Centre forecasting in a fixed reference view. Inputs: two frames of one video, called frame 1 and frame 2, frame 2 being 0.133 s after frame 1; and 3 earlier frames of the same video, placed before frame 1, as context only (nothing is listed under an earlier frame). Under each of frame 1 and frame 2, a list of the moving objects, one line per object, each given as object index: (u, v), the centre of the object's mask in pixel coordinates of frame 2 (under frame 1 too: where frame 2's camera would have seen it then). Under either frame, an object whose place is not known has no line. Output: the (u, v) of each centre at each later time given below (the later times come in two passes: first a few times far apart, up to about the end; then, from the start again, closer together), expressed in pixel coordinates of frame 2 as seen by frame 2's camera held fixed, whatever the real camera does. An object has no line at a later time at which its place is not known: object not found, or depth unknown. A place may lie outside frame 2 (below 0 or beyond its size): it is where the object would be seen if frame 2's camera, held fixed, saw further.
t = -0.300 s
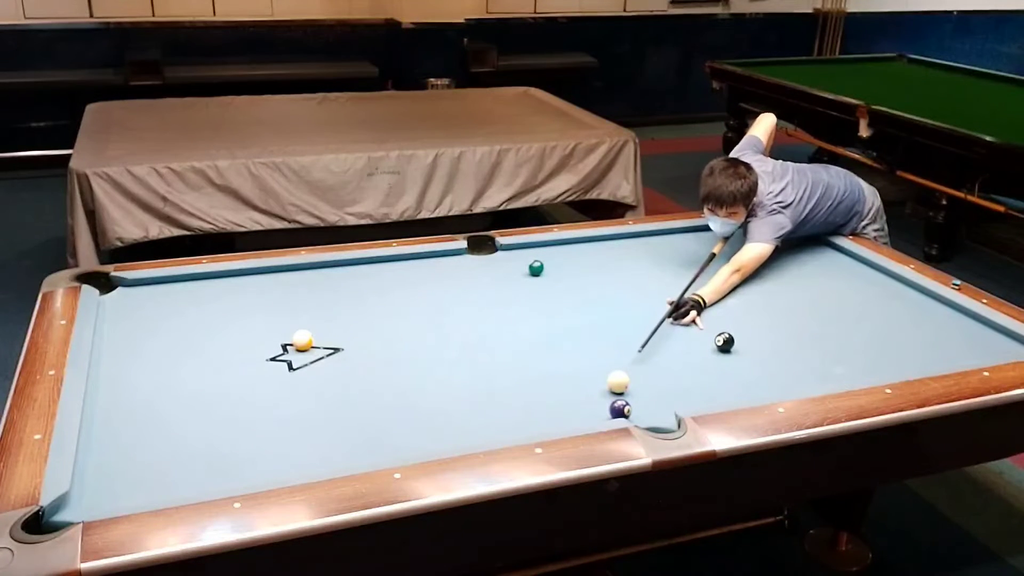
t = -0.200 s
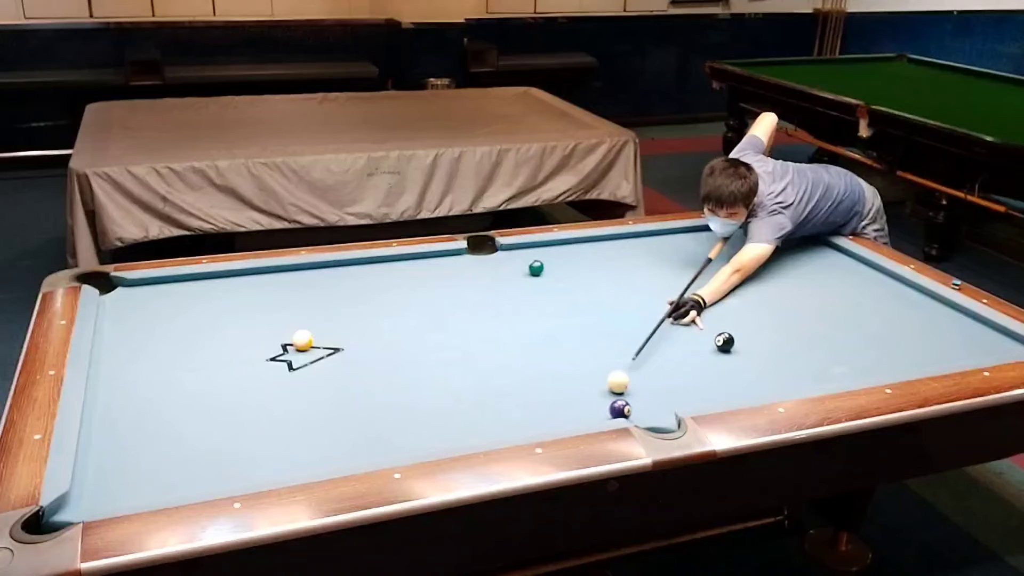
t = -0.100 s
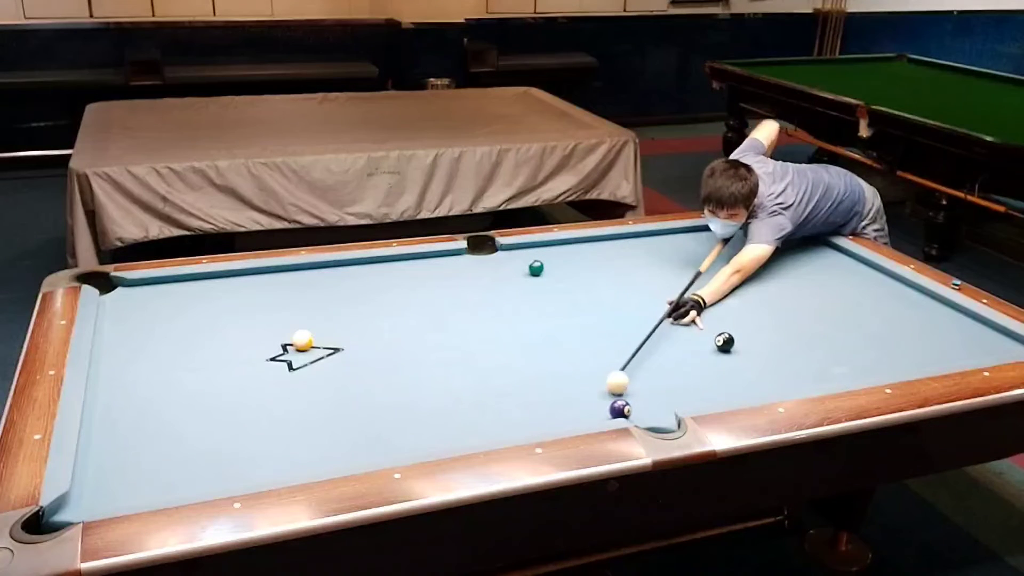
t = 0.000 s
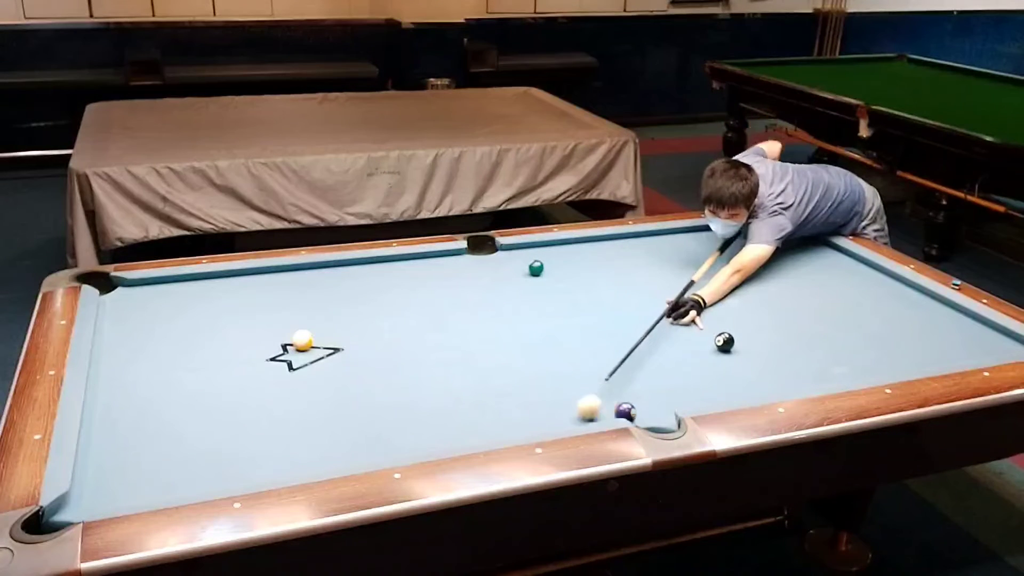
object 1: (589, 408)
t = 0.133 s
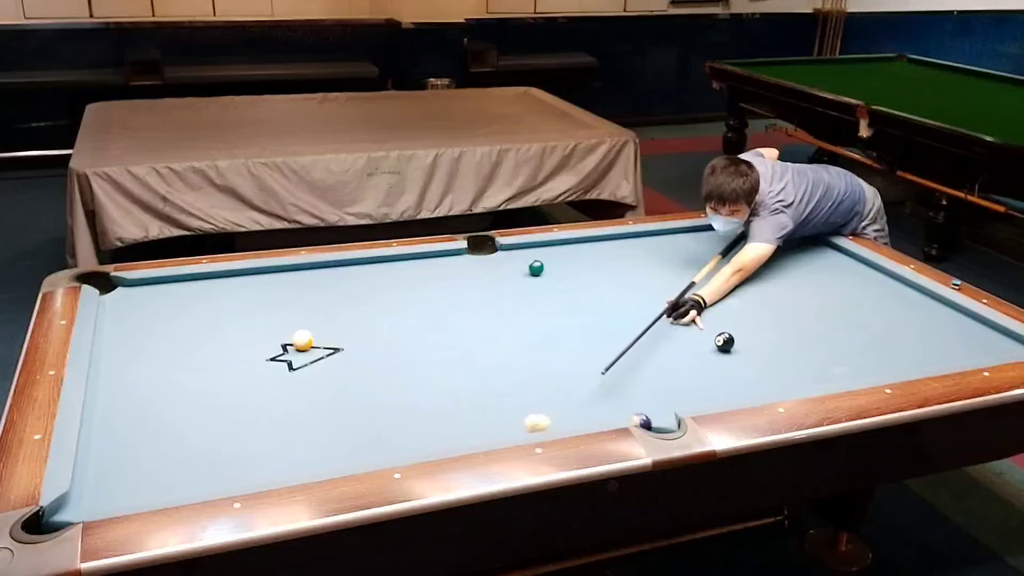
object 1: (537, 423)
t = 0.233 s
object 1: (490, 426)
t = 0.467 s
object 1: (380, 428)
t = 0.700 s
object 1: (270, 429)
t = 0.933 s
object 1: (159, 431)
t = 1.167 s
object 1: (116, 419)
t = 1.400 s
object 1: (168, 390)
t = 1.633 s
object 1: (213, 364)
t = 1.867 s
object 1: (252, 342)
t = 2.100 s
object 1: (287, 322)
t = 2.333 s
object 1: (317, 306)
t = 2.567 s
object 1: (344, 291)
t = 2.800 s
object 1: (367, 277)
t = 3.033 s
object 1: (389, 265)
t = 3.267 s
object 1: (409, 260)
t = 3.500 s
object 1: (429, 263)
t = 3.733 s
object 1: (448, 265)
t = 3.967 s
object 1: (466, 268)
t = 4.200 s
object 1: (483, 271)
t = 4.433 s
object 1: (499, 273)
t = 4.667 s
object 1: (514, 275)
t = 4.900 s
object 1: (529, 277)
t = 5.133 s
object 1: (542, 279)
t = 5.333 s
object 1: (553, 281)
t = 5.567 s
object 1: (564, 283)
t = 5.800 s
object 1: (574, 284)
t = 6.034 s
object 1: (582, 286)
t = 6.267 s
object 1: (590, 287)
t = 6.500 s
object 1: (596, 287)
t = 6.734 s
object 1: (601, 288)
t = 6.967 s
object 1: (603, 289)
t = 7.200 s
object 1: (606, 289)
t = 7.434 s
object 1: (606, 289)
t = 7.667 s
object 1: (606, 290)
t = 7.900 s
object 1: (606, 290)
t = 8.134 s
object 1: (606, 290)
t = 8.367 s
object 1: (606, 290)
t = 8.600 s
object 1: (606, 290)
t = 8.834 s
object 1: (606, 290)
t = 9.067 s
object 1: (606, 290)
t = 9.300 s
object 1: (606, 290)
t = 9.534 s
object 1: (606, 290)
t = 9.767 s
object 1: (606, 289)
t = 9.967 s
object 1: (606, 289)
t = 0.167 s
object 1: (521, 424)
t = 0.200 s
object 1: (506, 425)
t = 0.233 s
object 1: (490, 426)
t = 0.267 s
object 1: (474, 426)
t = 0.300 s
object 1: (459, 427)
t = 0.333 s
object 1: (443, 427)
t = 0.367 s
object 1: (427, 427)
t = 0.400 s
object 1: (412, 428)
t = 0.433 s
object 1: (396, 428)
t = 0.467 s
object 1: (380, 428)
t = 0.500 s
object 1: (364, 428)
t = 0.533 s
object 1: (349, 428)
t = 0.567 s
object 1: (333, 429)
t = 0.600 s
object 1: (317, 429)
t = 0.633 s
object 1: (301, 429)
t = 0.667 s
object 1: (286, 429)
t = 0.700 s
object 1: (270, 429)
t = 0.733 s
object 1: (253, 430)
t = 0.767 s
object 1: (238, 430)
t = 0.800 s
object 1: (222, 430)
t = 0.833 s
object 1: (207, 431)
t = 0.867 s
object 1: (190, 431)
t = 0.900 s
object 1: (175, 431)
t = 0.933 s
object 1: (159, 431)
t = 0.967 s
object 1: (143, 431)
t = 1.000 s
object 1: (128, 431)
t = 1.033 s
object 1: (112, 431)
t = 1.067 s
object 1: (97, 432)
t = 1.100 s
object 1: (97, 429)
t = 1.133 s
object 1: (107, 424)
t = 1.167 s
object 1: (116, 419)
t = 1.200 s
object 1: (124, 415)
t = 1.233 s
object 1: (132, 410)
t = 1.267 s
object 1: (139, 406)
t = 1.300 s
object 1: (147, 402)
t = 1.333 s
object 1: (154, 398)
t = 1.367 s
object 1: (161, 394)
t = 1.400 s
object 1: (168, 390)
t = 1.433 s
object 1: (175, 386)
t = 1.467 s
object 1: (182, 382)
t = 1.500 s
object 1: (188, 378)
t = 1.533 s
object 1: (194, 375)
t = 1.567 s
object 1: (201, 371)
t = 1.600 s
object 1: (207, 368)
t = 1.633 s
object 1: (213, 364)
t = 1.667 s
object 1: (219, 361)
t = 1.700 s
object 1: (225, 358)
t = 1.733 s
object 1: (231, 354)
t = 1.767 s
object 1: (236, 351)
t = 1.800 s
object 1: (242, 348)
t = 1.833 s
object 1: (247, 345)
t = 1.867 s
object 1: (252, 342)
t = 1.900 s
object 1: (257, 339)
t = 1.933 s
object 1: (262, 336)
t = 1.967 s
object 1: (267, 333)
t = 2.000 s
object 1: (273, 331)
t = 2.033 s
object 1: (277, 328)
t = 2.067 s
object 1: (282, 325)
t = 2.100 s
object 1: (287, 322)
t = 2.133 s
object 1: (291, 320)
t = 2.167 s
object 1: (296, 318)
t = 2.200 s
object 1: (300, 315)
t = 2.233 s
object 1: (304, 313)
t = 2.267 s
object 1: (309, 310)
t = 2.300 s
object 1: (313, 308)
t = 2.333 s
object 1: (317, 306)
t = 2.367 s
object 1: (321, 303)
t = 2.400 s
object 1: (325, 301)
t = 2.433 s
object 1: (329, 299)
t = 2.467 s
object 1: (333, 297)
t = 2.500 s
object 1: (336, 295)
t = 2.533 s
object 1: (340, 293)
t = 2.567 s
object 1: (344, 291)
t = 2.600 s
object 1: (347, 289)
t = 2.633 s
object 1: (351, 287)
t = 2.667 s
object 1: (354, 285)
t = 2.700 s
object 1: (357, 283)
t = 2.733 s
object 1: (361, 281)
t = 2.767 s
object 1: (364, 279)
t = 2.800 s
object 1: (367, 277)
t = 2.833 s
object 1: (370, 275)
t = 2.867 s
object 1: (374, 274)
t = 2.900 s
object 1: (376, 272)
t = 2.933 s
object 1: (380, 270)
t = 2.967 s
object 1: (383, 268)
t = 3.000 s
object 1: (386, 266)
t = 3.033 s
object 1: (389, 265)
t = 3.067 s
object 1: (392, 263)
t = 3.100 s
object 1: (394, 262)
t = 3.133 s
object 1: (397, 260)
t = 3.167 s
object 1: (400, 259)
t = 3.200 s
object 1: (403, 259)
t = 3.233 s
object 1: (406, 259)
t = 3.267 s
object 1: (409, 260)
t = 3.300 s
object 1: (412, 260)
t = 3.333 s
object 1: (415, 261)
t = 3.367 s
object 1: (417, 261)
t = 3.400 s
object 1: (420, 261)
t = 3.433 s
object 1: (423, 262)
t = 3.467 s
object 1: (426, 262)
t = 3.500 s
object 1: (429, 263)
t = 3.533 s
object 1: (432, 263)
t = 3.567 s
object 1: (434, 263)
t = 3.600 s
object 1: (437, 264)
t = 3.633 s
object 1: (440, 265)
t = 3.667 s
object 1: (442, 265)
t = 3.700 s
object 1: (445, 265)
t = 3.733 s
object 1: (448, 265)
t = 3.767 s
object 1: (451, 266)
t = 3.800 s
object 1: (453, 266)
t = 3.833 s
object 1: (456, 267)
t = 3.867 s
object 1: (459, 267)
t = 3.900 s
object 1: (461, 267)
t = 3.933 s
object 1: (464, 268)
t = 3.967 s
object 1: (466, 268)
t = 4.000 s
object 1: (469, 268)
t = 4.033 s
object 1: (471, 269)
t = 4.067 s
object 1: (474, 269)
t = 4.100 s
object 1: (476, 269)
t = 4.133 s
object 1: (478, 270)
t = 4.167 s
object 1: (481, 270)
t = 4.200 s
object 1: (483, 271)
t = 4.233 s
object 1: (486, 271)
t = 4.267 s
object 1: (488, 272)
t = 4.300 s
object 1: (490, 272)
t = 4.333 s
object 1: (493, 272)
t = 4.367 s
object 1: (495, 273)
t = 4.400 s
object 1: (497, 273)
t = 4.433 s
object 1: (499, 273)
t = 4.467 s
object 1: (502, 273)
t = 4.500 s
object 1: (504, 274)
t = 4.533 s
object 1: (506, 274)
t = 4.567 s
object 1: (508, 274)
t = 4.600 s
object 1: (510, 275)
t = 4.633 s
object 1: (513, 275)
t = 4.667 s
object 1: (514, 275)
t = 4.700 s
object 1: (517, 276)
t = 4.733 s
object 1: (519, 276)
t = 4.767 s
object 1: (521, 276)
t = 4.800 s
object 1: (523, 276)
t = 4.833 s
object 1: (525, 277)
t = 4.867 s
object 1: (527, 277)
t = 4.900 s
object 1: (529, 277)
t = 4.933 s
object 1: (531, 277)
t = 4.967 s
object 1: (533, 278)
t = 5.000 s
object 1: (535, 278)
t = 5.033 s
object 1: (537, 278)
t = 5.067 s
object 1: (538, 278)
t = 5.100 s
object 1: (540, 278)
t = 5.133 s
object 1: (542, 279)
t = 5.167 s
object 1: (544, 279)
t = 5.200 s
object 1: (545, 280)
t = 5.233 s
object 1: (547, 280)
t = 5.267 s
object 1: (549, 280)
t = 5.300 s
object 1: (550, 280)
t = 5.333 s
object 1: (553, 281)
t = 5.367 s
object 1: (555, 281)
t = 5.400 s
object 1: (557, 281)
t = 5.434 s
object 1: (559, 282)
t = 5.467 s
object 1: (560, 282)
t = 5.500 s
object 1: (562, 282)
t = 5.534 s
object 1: (563, 282)
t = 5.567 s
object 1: (564, 283)
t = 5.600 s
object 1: (566, 283)
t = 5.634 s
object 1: (567, 283)
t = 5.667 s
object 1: (569, 283)
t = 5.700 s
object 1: (570, 284)
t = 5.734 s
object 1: (571, 284)
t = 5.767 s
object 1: (573, 284)
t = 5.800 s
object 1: (574, 284)
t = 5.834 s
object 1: (575, 285)
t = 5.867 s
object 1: (576, 284)
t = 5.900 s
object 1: (577, 285)
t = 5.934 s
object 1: (579, 285)
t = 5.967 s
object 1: (580, 285)
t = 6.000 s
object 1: (581, 285)
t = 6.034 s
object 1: (582, 286)
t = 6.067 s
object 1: (583, 286)
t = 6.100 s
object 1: (584, 286)
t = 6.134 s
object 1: (586, 286)
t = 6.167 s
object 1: (587, 286)
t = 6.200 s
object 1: (588, 286)
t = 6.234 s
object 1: (589, 287)
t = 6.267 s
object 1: (590, 287)
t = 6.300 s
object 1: (591, 287)
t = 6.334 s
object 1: (592, 287)
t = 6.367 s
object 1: (593, 287)
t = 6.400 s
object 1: (593, 287)
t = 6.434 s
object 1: (594, 287)
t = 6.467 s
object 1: (595, 287)
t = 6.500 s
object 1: (596, 287)
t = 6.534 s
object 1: (597, 287)
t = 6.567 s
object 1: (598, 287)
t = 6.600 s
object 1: (598, 288)
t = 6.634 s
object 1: (599, 288)
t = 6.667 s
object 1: (599, 288)
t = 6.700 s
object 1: (600, 288)
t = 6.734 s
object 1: (601, 288)
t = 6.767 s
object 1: (601, 288)
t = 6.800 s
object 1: (601, 288)
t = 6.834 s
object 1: (602, 288)
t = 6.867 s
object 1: (602, 288)
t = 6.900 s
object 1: (603, 288)
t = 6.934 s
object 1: (603, 288)
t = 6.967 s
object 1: (603, 289)
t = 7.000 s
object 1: (604, 289)
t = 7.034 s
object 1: (604, 289)
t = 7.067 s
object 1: (604, 289)
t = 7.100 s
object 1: (605, 289)
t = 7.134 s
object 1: (605, 289)
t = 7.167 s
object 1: (605, 289)
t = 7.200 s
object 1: (606, 289)
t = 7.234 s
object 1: (605, 289)
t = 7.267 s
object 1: (606, 289)
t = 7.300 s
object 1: (606, 289)
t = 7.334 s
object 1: (606, 289)
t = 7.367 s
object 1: (606, 289)
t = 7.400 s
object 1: (606, 289)
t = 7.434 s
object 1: (606, 289)
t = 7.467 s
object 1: (606, 289)
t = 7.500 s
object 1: (606, 289)
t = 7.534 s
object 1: (605, 290)
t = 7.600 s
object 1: (606, 289)
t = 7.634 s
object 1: (606, 290)
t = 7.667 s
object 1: (606, 290)
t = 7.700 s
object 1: (606, 290)
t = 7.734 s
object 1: (606, 290)
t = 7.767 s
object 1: (606, 290)
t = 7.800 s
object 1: (606, 290)
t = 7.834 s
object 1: (606, 290)
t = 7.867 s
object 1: (606, 290)
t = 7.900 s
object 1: (606, 290)
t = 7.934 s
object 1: (606, 290)
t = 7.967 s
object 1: (606, 290)
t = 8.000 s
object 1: (606, 290)
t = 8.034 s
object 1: (606, 290)
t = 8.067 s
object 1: (606, 290)
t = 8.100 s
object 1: (606, 290)
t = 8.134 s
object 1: (606, 290)
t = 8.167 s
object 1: (606, 290)
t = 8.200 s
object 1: (606, 290)
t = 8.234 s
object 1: (606, 290)
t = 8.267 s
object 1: (606, 290)
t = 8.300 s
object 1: (606, 290)
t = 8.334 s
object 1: (606, 290)
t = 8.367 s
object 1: (606, 290)
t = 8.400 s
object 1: (606, 290)
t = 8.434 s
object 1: (606, 290)
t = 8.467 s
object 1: (606, 290)
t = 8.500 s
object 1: (606, 290)
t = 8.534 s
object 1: (606, 290)
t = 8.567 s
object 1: (606, 290)
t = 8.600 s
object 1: (606, 290)
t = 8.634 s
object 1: (606, 290)
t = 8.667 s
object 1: (606, 290)
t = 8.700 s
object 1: (606, 290)
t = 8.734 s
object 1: (606, 290)
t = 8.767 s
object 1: (606, 290)
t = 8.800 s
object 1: (606, 290)
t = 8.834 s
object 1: (606, 290)
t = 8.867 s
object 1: (606, 290)
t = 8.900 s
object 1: (606, 290)
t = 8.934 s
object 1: (606, 290)
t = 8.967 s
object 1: (606, 290)
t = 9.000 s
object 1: (606, 290)
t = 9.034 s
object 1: (606, 290)
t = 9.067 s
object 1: (606, 290)
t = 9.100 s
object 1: (606, 290)
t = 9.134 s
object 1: (606, 290)
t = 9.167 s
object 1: (606, 290)
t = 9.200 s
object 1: (606, 290)
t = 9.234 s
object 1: (606, 290)
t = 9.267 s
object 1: (606, 290)
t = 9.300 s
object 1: (606, 290)
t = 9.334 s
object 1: (606, 290)
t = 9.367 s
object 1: (606, 290)
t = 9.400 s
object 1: (606, 290)
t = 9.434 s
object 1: (606, 290)
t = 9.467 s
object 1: (606, 289)
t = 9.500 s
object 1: (606, 289)
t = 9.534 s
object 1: (606, 290)
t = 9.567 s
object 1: (606, 290)
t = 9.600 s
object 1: (606, 290)
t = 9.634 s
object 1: (606, 290)
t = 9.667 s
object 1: (606, 290)
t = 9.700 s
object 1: (606, 289)
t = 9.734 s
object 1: (606, 289)
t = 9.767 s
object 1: (606, 289)
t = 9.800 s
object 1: (606, 289)
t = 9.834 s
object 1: (606, 289)
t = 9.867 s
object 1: (606, 289)
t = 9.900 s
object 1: (606, 289)
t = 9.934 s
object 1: (606, 289)
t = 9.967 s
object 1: (606, 289)
